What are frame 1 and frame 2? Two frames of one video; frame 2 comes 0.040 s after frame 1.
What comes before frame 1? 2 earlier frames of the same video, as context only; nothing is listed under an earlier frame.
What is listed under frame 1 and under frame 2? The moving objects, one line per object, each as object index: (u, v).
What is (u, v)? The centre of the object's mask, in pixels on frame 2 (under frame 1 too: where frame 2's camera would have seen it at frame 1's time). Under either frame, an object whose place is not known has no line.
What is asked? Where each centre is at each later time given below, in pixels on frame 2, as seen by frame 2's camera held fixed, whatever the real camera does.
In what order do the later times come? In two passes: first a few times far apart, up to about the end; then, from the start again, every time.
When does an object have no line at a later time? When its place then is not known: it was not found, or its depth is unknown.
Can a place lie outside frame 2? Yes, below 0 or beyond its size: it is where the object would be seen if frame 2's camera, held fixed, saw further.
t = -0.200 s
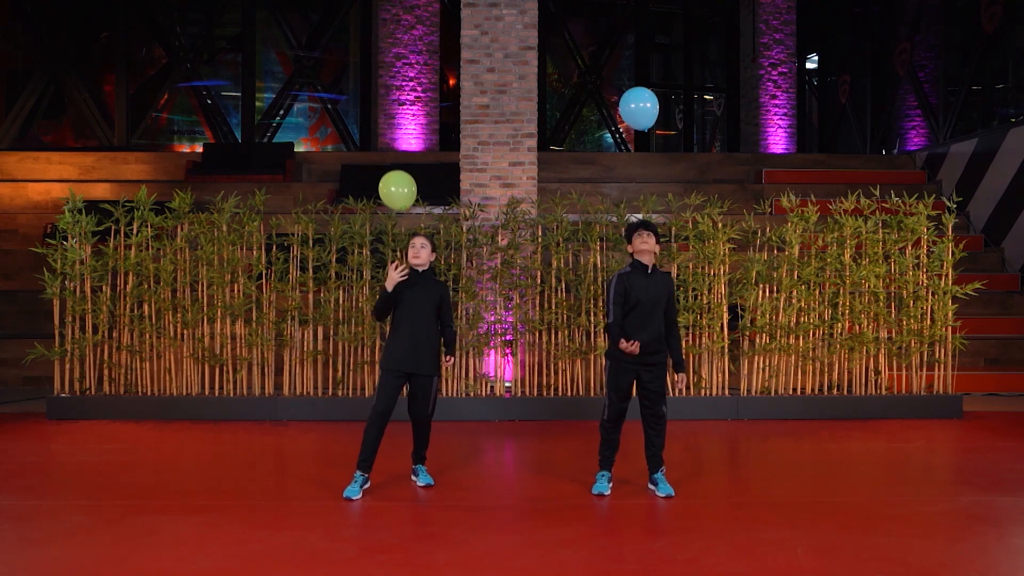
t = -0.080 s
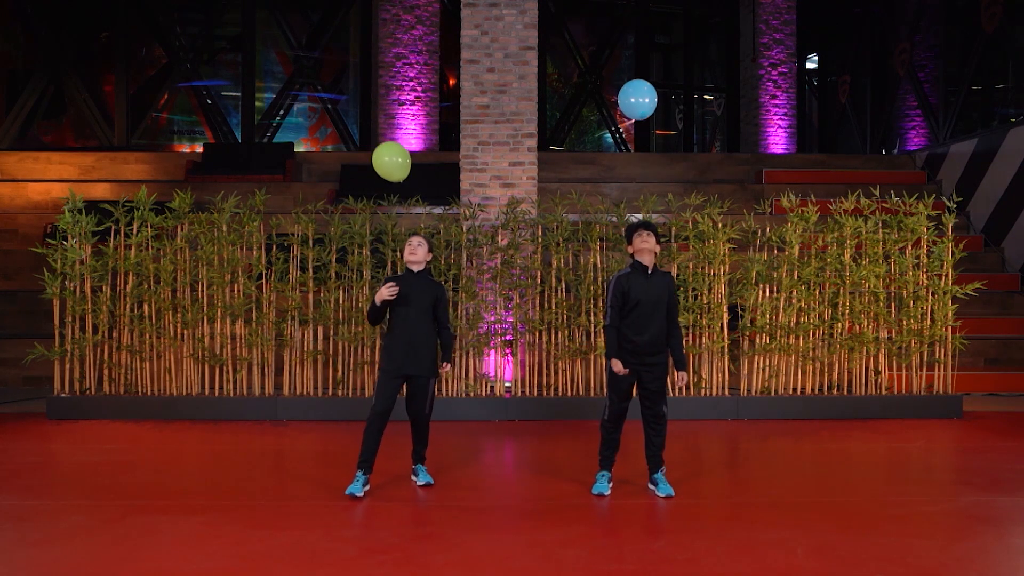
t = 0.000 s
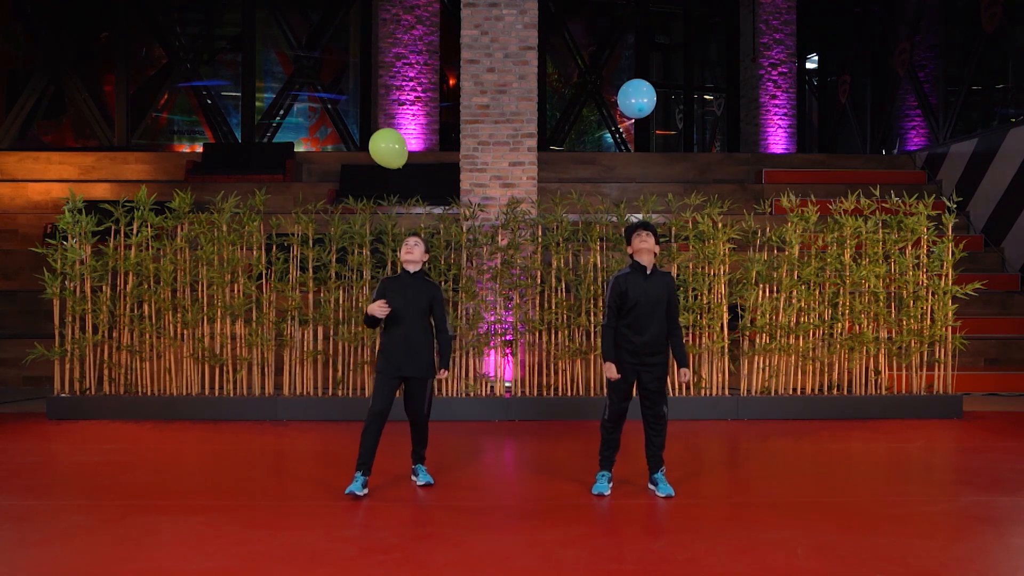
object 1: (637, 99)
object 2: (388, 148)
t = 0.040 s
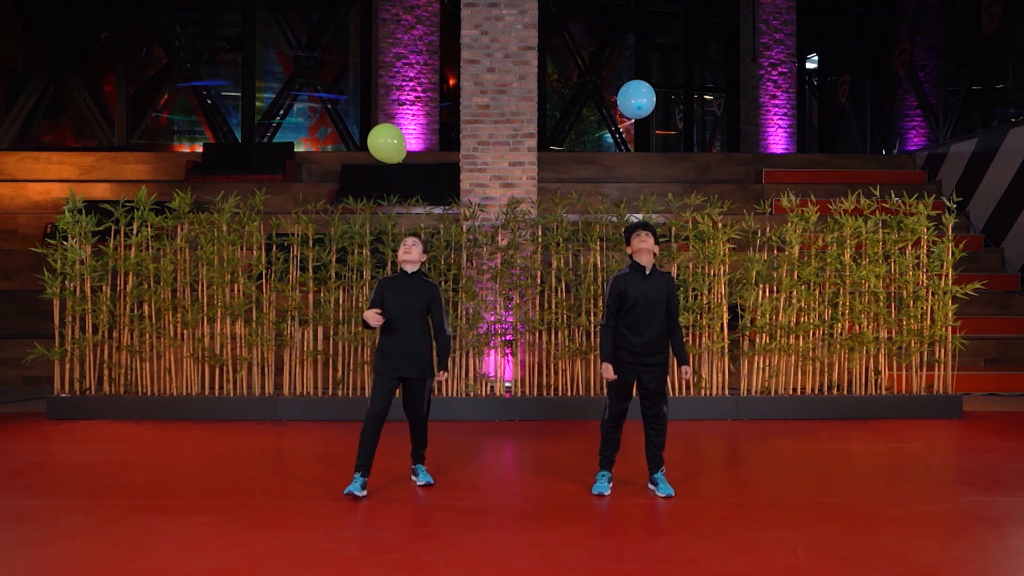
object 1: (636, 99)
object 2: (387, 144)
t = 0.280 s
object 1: (634, 118)
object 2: (382, 133)
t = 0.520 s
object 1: (633, 157)
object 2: (379, 145)
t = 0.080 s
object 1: (636, 101)
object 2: (386, 140)
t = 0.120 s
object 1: (636, 103)
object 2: (385, 137)
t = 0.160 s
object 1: (635, 106)
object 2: (384, 135)
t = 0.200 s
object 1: (635, 110)
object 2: (383, 134)
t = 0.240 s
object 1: (635, 114)
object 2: (382, 133)
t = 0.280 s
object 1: (634, 118)
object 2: (382, 133)
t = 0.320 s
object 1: (634, 124)
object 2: (381, 134)
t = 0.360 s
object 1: (634, 129)
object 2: (381, 135)
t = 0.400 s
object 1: (633, 135)
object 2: (380, 137)
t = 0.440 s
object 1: (633, 142)
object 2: (380, 139)
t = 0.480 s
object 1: (633, 149)
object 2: (380, 142)
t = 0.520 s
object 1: (633, 157)
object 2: (379, 145)
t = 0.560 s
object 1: (632, 166)
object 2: (379, 149)
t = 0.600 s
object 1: (632, 174)
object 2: (379, 154)
